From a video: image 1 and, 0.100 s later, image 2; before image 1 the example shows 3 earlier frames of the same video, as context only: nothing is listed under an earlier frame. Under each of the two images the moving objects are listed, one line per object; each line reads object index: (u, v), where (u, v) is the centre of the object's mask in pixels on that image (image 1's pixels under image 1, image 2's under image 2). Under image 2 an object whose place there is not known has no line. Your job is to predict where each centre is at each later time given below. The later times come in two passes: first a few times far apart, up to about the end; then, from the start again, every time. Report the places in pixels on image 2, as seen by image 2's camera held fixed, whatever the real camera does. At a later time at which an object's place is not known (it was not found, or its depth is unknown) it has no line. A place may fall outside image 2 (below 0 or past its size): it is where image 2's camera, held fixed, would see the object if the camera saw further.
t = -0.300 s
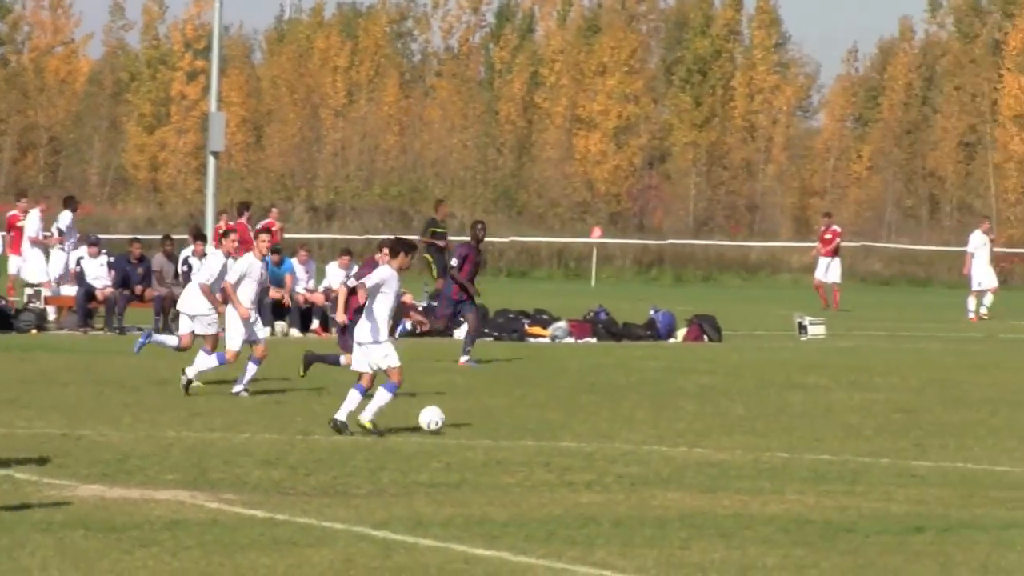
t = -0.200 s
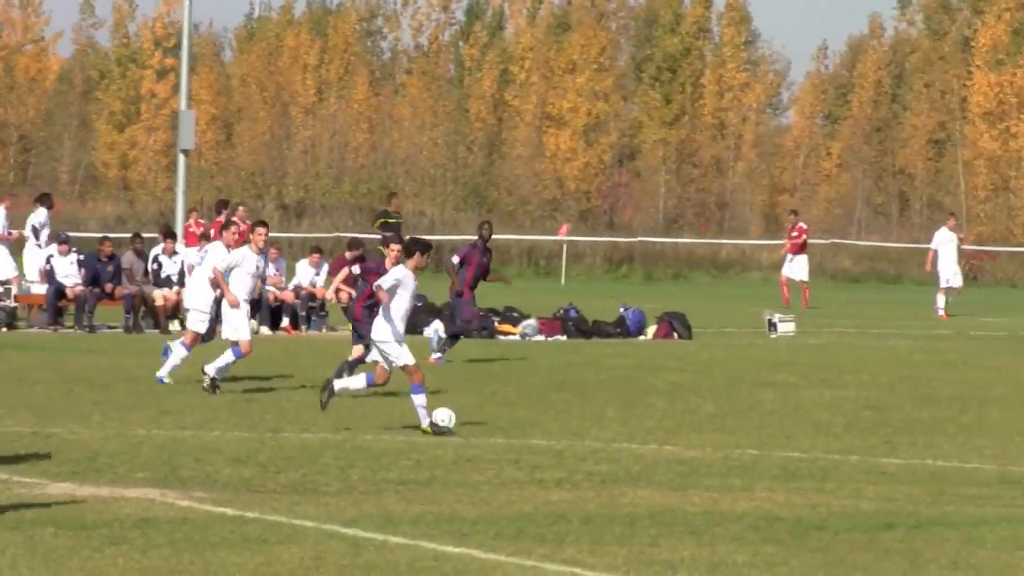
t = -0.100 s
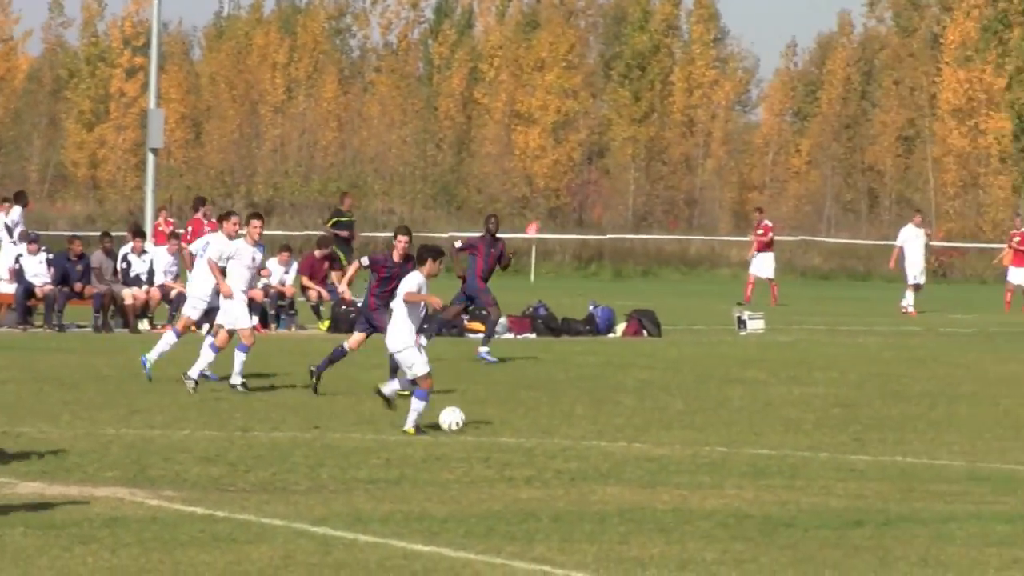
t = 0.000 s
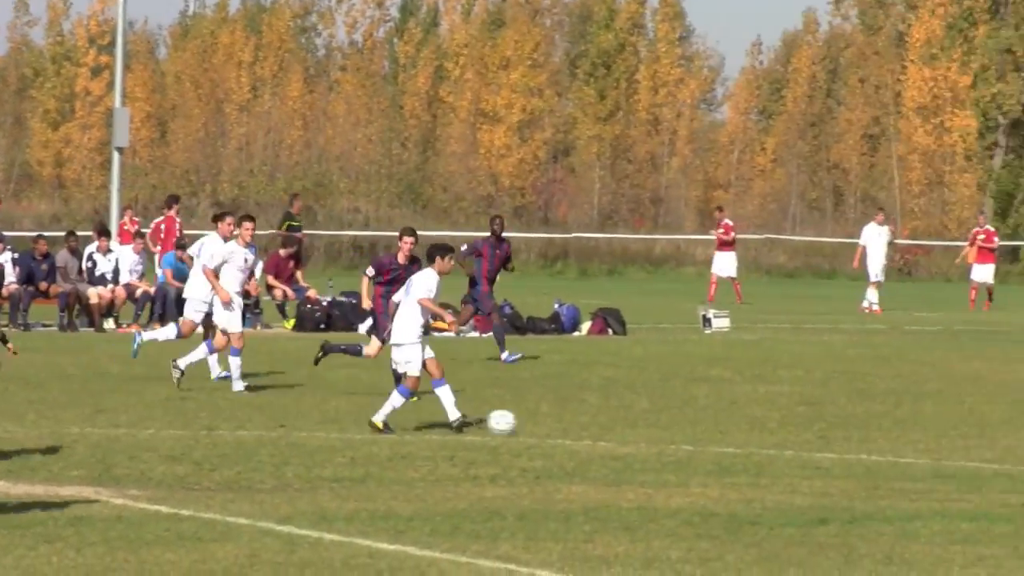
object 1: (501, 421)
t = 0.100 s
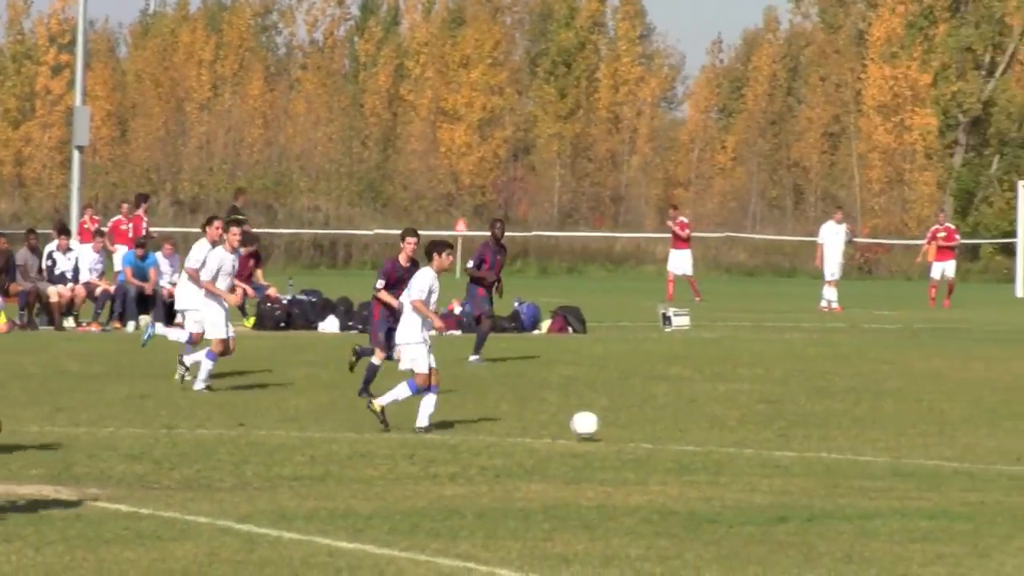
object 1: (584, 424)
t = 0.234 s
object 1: (746, 438)
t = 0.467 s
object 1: (1000, 454)
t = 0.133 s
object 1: (624, 425)
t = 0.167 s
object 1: (665, 428)
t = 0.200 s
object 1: (705, 433)
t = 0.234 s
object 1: (746, 438)
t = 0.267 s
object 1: (786, 442)
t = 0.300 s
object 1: (822, 444)
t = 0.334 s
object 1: (858, 446)
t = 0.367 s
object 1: (894, 449)
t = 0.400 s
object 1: (931, 453)
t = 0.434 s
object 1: (968, 455)
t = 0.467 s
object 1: (1000, 454)
